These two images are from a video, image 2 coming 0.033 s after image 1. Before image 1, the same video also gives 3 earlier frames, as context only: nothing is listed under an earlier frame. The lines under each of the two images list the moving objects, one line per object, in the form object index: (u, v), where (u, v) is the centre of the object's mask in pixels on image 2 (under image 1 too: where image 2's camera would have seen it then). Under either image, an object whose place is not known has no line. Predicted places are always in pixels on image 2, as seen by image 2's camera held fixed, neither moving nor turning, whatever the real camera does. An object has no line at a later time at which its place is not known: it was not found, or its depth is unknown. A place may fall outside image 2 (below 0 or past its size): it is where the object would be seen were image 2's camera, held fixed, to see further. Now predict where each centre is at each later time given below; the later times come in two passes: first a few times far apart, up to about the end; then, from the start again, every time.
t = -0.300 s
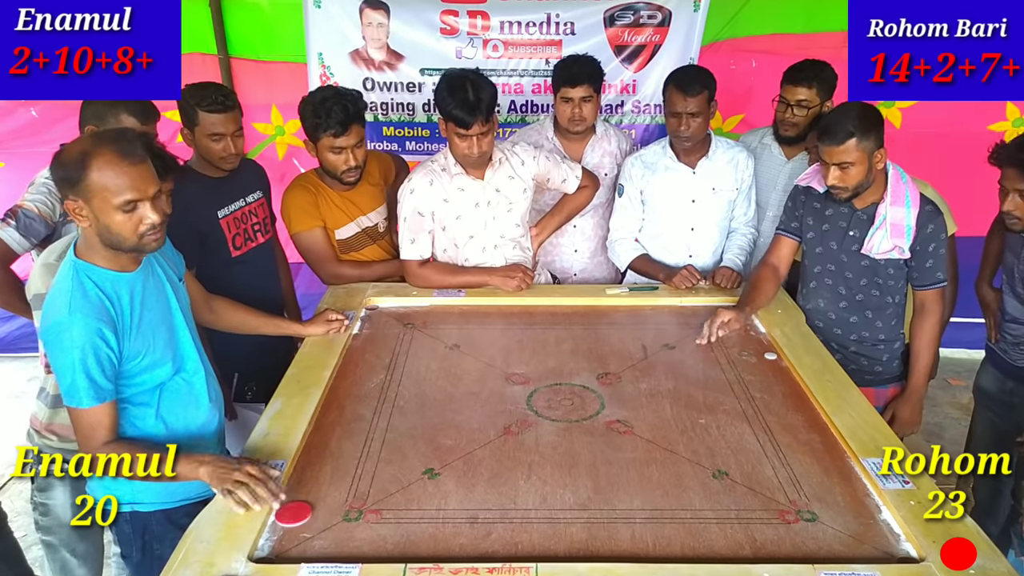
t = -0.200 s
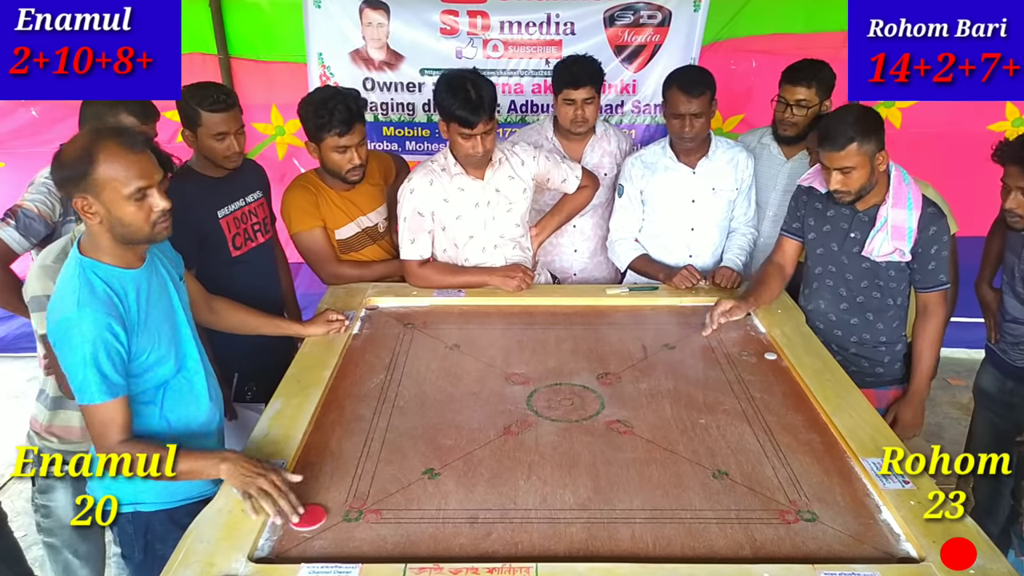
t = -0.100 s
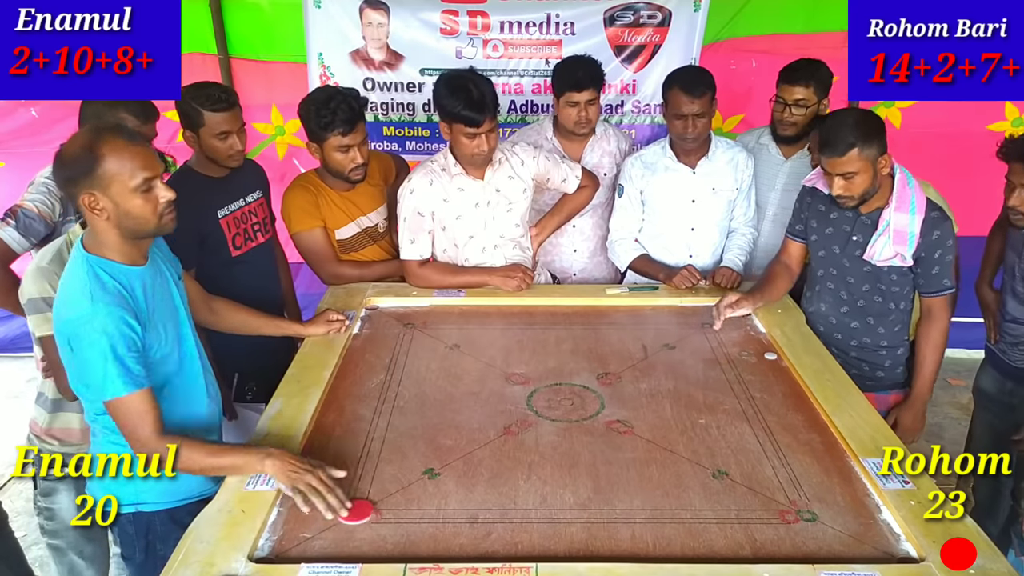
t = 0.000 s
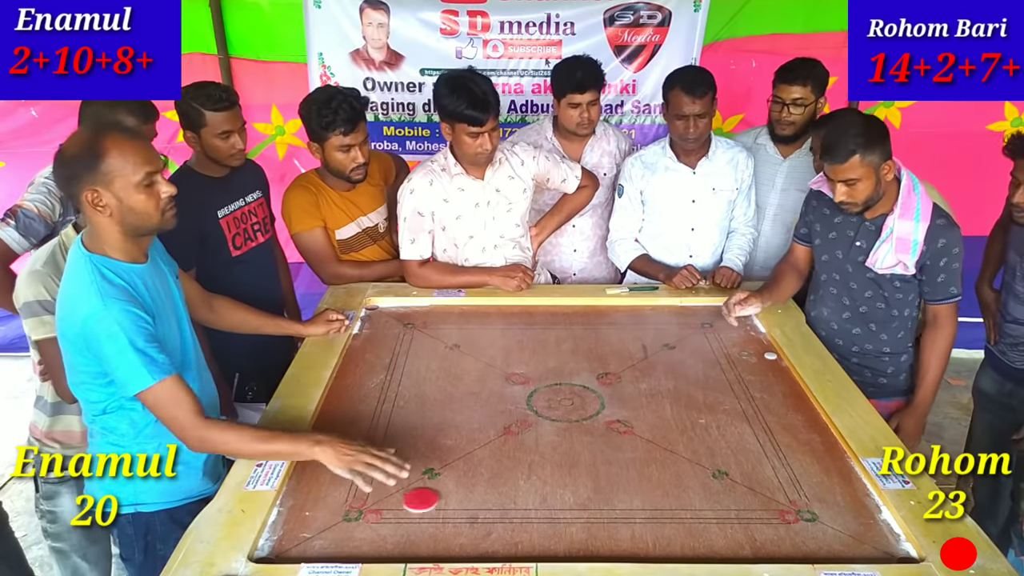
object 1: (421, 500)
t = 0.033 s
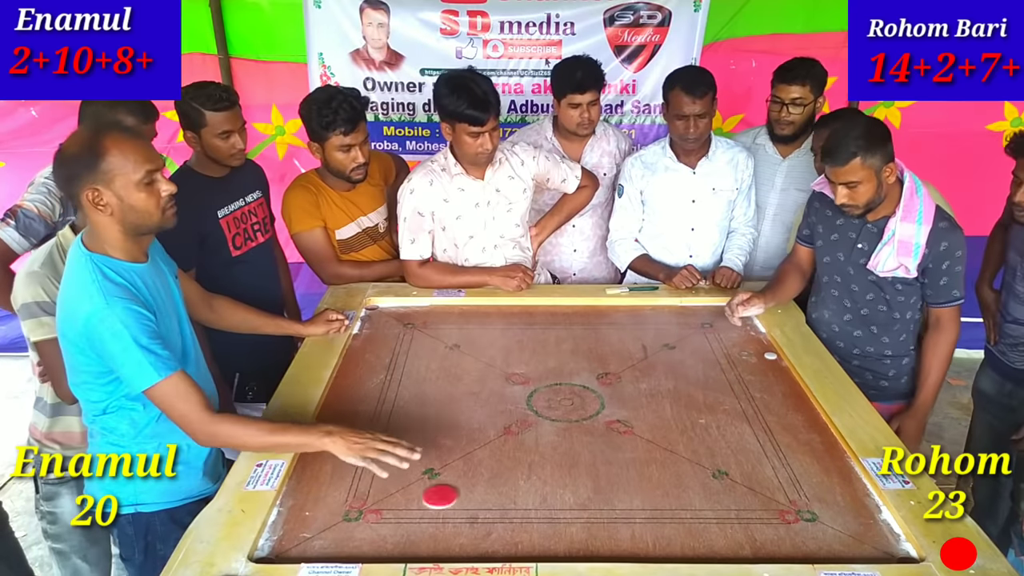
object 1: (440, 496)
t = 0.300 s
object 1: (565, 473)
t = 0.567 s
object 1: (645, 456)
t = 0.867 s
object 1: (688, 445)
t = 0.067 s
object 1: (459, 493)
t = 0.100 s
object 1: (476, 490)
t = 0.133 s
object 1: (493, 486)
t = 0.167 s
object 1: (509, 484)
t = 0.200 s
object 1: (524, 481)
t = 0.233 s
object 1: (539, 478)
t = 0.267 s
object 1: (553, 475)
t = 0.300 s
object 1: (565, 473)
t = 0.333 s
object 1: (577, 471)
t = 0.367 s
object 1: (589, 468)
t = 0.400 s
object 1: (600, 466)
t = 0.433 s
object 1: (610, 464)
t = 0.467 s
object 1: (619, 462)
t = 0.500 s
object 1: (629, 460)
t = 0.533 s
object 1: (637, 458)
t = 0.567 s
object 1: (645, 456)
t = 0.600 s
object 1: (652, 454)
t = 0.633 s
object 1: (659, 453)
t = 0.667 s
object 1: (664, 451)
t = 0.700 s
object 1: (670, 450)
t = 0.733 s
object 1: (674, 449)
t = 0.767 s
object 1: (678, 448)
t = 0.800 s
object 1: (682, 447)
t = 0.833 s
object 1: (685, 446)
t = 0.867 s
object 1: (688, 445)
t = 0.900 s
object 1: (689, 445)
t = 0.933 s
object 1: (691, 444)
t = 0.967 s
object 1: (692, 444)
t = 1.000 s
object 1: (692, 444)
